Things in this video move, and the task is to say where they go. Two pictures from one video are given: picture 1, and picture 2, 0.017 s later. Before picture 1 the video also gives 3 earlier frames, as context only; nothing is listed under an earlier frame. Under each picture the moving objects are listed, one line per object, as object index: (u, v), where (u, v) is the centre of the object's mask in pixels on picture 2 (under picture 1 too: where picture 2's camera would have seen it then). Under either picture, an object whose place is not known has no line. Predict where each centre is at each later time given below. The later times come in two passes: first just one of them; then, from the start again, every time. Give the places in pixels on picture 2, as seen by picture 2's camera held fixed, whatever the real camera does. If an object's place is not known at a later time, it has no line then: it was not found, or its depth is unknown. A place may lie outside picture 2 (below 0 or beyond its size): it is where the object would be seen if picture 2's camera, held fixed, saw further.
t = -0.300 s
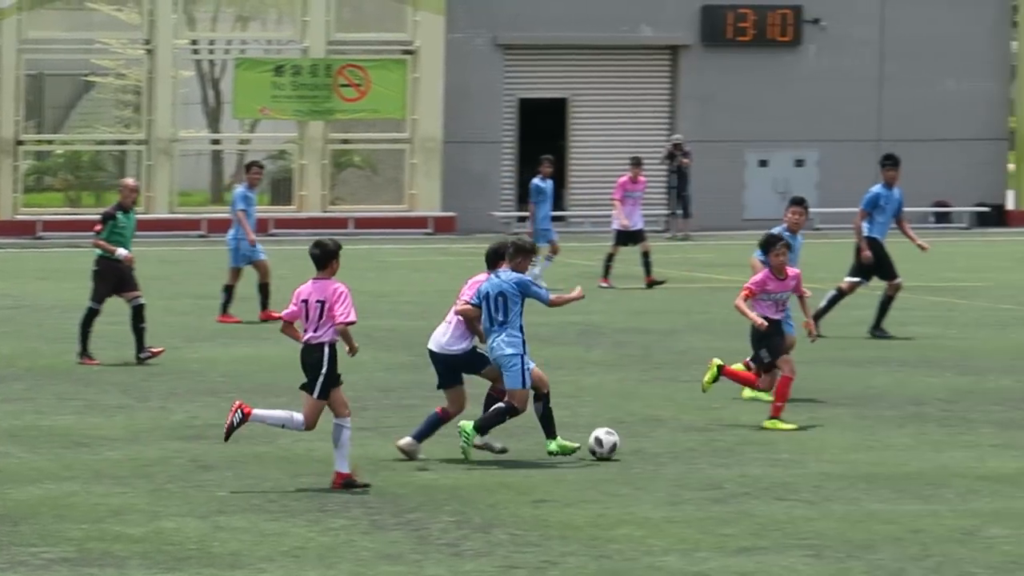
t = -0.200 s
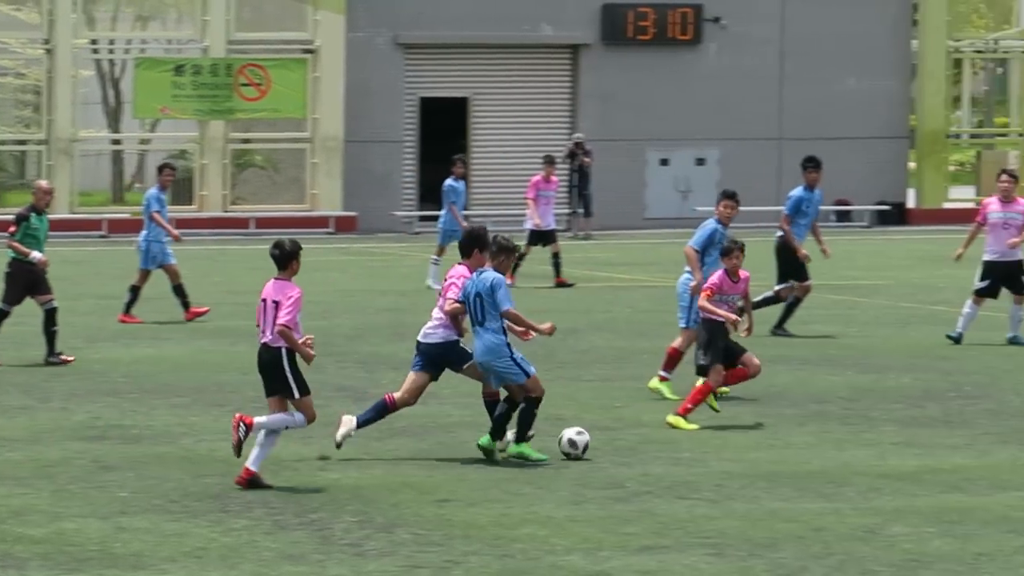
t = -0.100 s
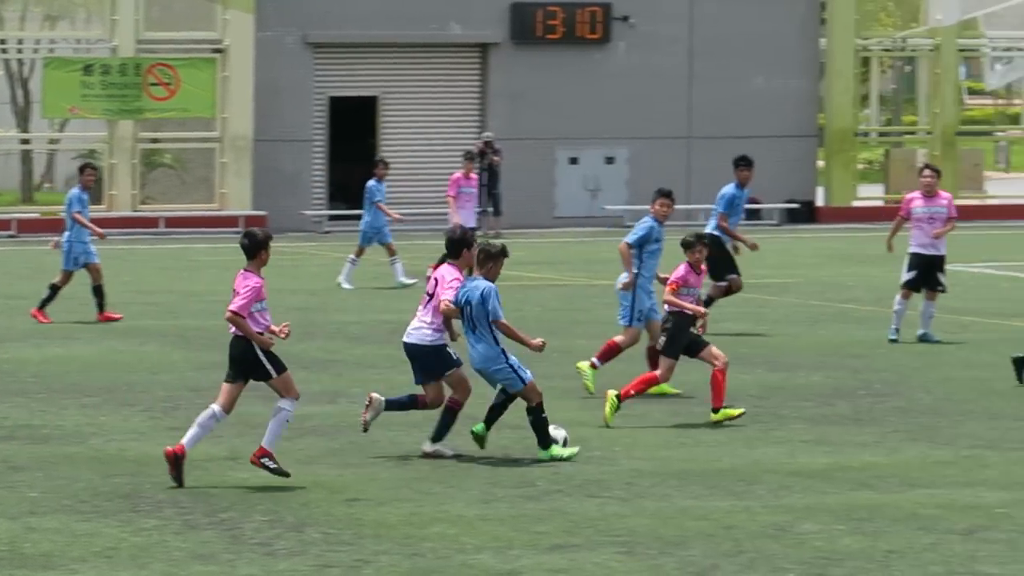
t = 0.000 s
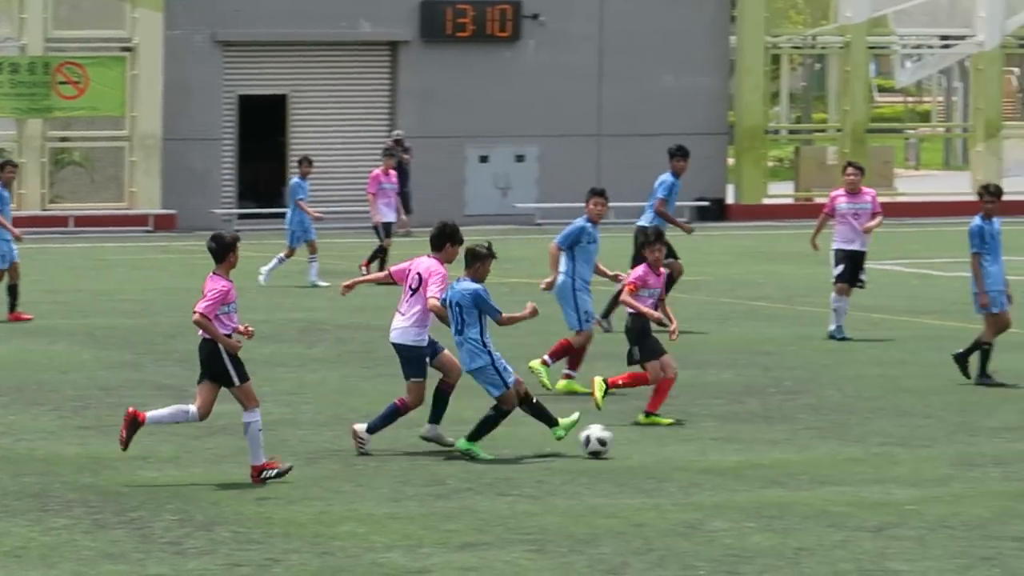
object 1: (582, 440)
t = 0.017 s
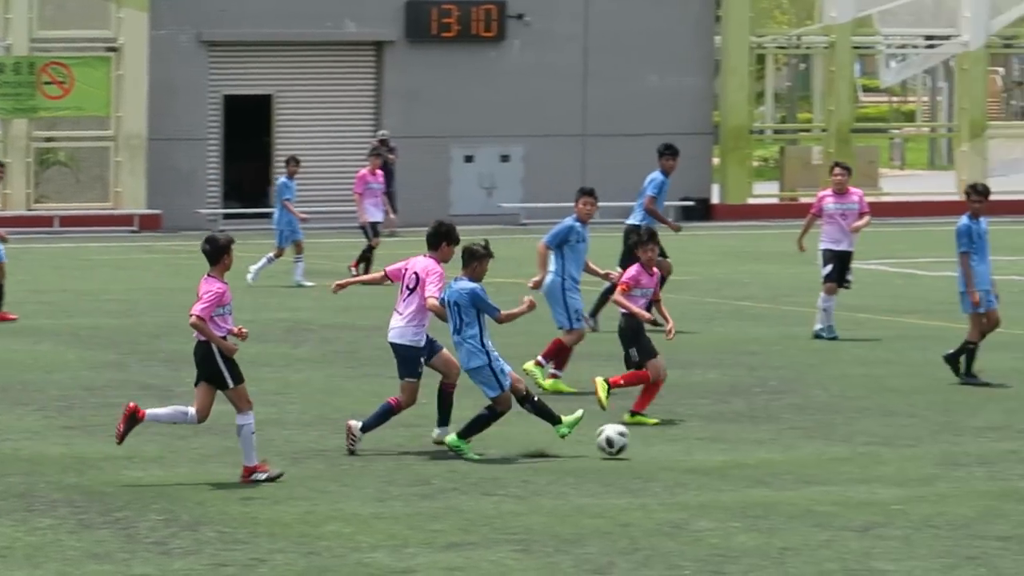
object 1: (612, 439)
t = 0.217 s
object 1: (975, 443)
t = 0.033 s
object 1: (644, 439)
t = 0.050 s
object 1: (674, 438)
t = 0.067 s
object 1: (706, 439)
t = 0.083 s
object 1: (737, 440)
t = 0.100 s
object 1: (768, 440)
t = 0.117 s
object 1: (800, 442)
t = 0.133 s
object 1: (831, 446)
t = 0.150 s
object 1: (862, 447)
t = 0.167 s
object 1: (890, 447)
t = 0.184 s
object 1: (918, 445)
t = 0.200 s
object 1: (946, 443)
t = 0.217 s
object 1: (975, 443)
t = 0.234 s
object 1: (1002, 443)
